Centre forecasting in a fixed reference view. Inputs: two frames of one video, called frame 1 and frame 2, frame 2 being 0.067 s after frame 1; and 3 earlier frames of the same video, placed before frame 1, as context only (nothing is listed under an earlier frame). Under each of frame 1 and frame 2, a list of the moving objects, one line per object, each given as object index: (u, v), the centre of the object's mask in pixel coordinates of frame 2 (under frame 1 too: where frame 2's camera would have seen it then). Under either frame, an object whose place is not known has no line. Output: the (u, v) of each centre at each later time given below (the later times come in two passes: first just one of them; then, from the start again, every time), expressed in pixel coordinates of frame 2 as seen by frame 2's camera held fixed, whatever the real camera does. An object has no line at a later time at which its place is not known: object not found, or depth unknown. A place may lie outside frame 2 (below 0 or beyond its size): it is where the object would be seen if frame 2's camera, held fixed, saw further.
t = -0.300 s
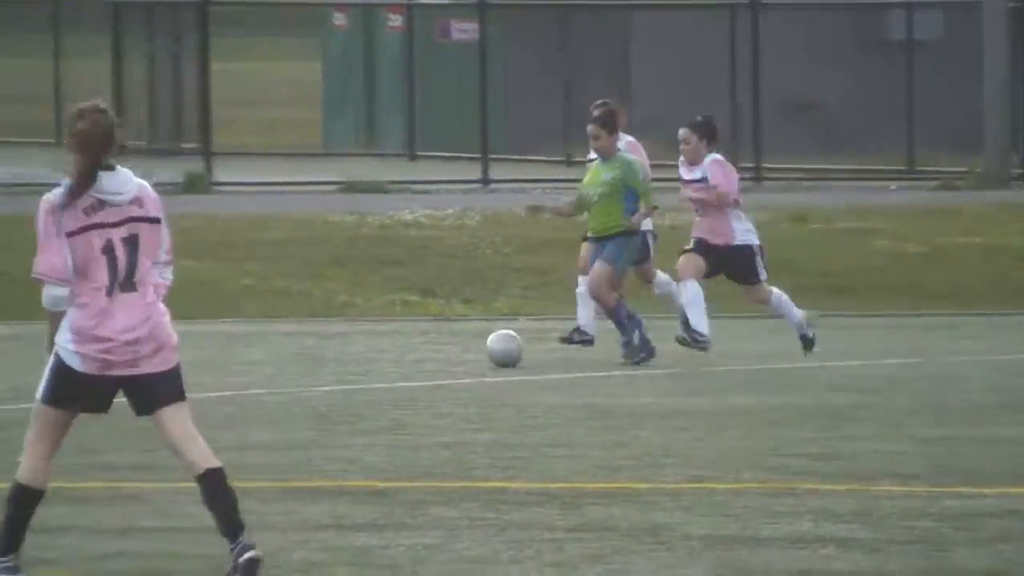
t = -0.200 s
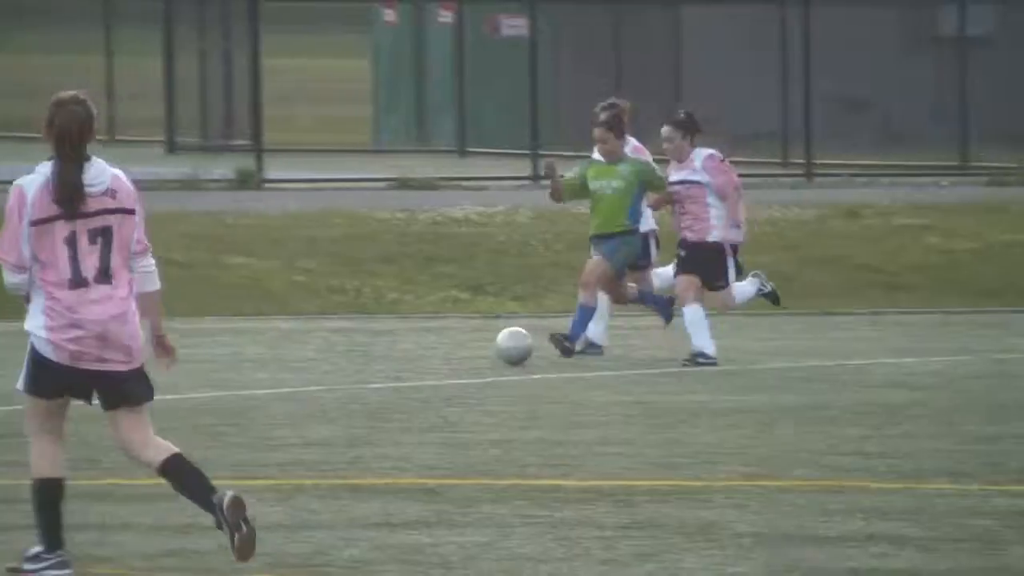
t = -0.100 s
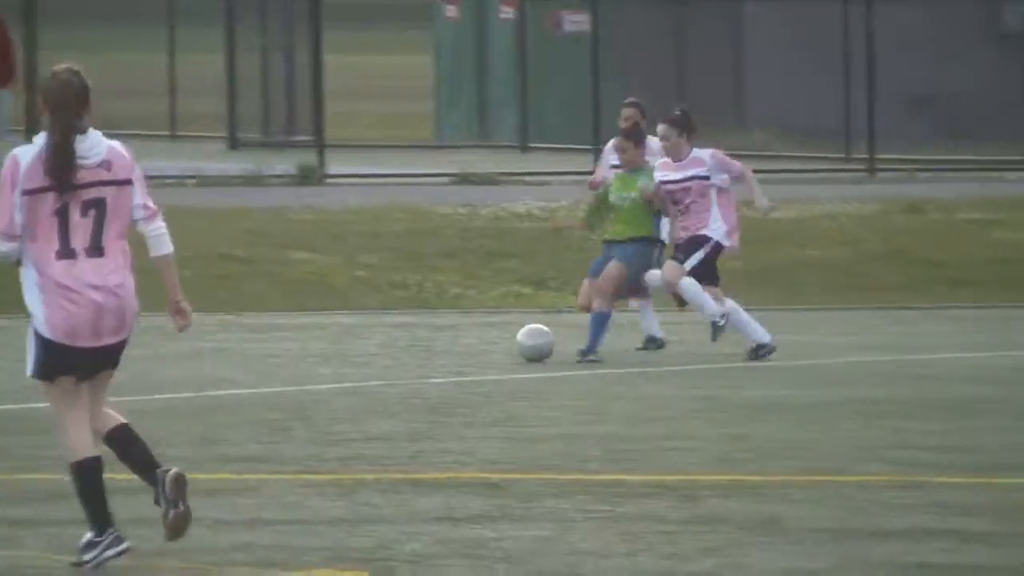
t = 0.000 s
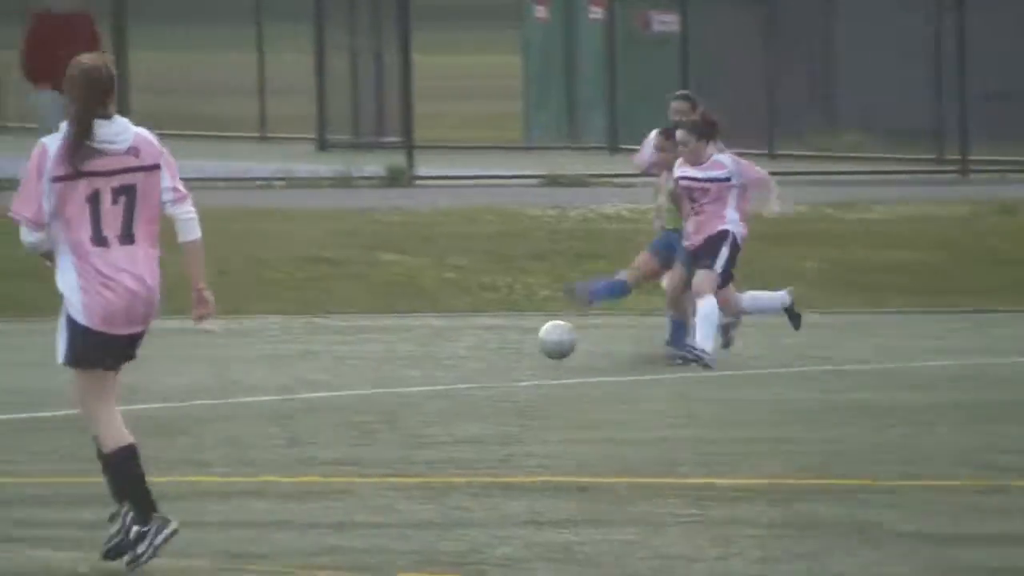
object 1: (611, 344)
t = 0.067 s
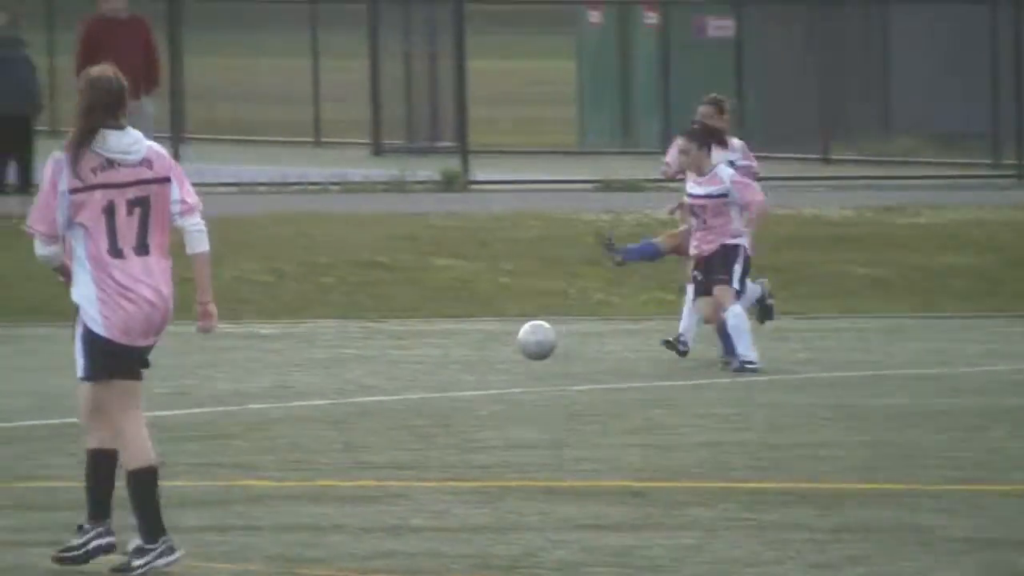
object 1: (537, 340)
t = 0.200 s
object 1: (392, 363)
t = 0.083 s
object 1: (518, 340)
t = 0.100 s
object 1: (499, 341)
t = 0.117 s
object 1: (481, 343)
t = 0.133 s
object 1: (463, 346)
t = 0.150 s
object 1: (446, 349)
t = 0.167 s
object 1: (427, 354)
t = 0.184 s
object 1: (410, 358)
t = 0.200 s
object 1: (392, 363)
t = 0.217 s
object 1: (375, 369)
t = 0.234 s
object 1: (362, 369)
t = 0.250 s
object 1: (345, 365)
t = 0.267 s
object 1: (331, 362)
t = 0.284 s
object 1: (315, 361)
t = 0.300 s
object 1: (301, 360)
